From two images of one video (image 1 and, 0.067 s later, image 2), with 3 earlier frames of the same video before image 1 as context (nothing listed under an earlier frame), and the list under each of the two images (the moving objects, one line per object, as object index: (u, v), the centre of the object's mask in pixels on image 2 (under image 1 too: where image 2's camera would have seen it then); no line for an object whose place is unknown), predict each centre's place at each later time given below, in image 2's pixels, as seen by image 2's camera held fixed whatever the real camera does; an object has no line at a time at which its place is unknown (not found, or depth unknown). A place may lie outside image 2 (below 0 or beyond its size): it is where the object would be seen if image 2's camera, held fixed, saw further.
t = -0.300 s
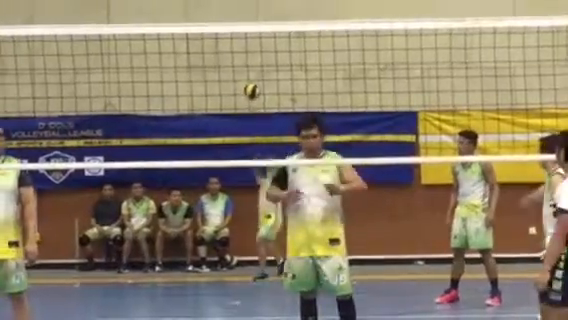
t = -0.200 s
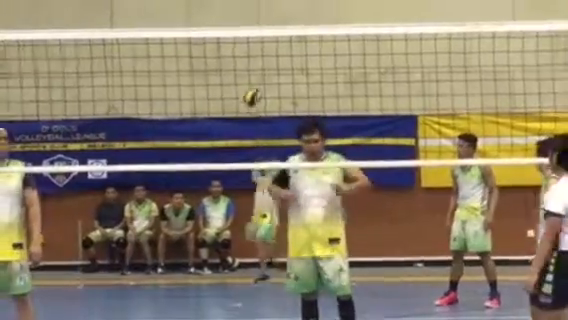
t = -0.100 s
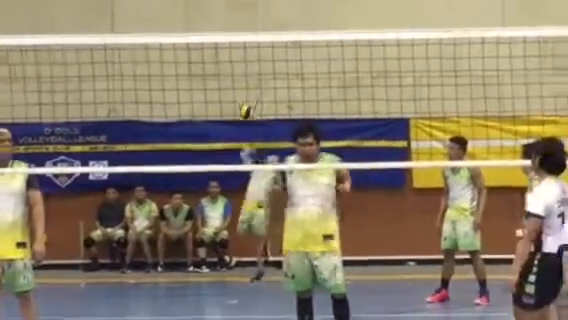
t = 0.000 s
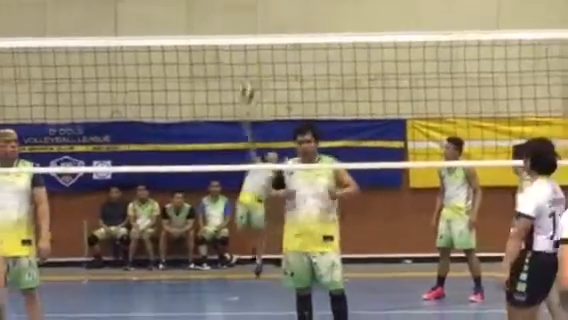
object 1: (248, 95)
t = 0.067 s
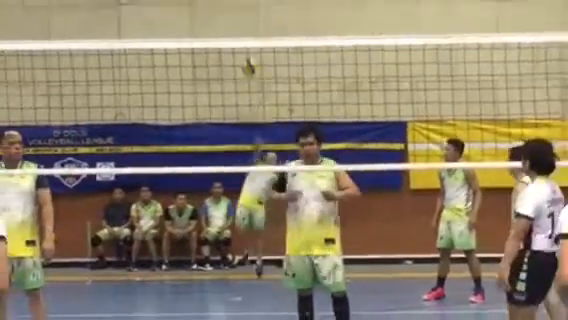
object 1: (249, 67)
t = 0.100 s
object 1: (248, 57)
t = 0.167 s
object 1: (252, 30)
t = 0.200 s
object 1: (254, 18)
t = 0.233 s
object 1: (256, 7)
